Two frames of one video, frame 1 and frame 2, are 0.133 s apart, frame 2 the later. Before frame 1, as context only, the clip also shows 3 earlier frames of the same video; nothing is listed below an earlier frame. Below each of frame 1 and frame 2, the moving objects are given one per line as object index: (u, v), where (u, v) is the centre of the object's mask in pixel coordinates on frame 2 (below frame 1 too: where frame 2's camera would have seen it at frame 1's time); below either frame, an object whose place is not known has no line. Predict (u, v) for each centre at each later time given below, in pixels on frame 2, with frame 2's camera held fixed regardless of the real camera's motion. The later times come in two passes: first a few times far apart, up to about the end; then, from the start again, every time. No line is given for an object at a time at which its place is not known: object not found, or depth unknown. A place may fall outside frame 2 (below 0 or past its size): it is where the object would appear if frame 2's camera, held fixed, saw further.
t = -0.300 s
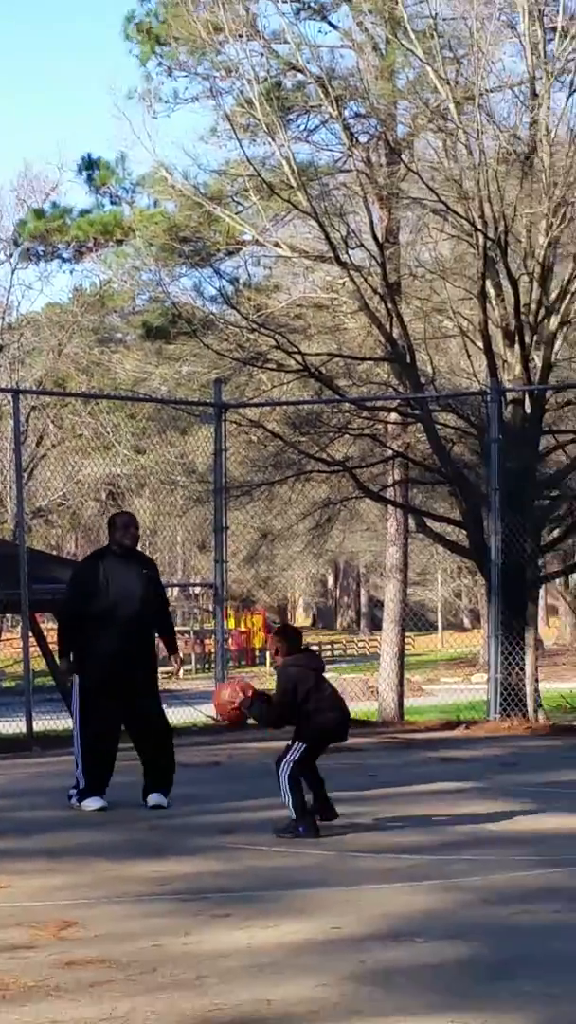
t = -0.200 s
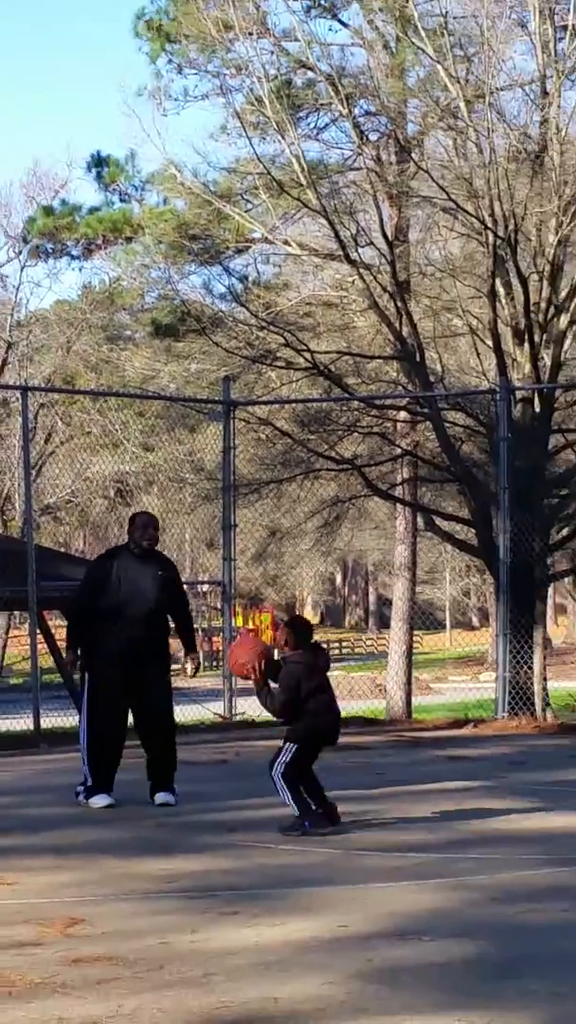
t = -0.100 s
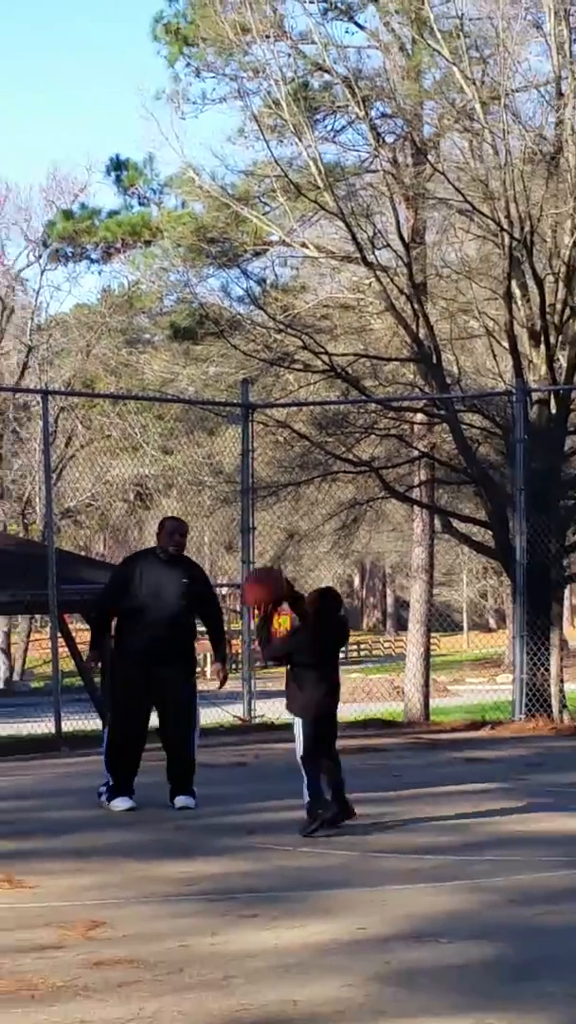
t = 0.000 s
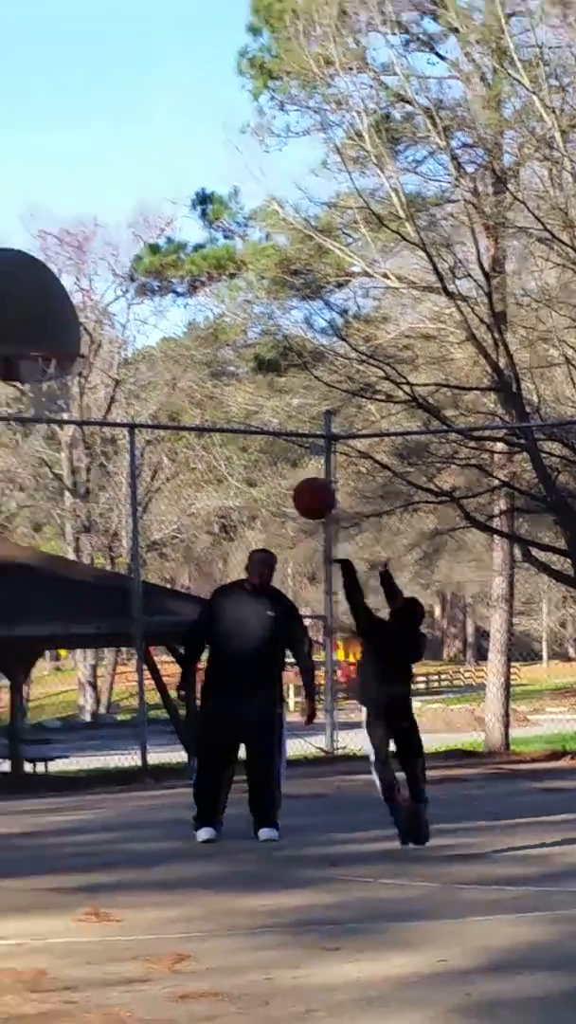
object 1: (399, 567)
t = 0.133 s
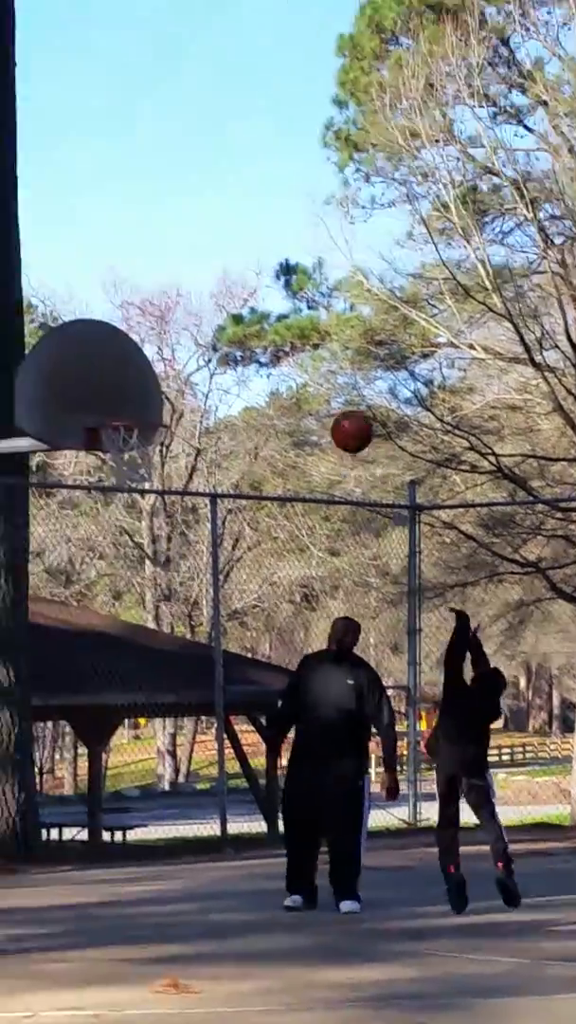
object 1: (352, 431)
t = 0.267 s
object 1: (304, 331)
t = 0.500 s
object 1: (224, 233)
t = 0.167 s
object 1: (340, 405)
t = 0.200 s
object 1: (328, 378)
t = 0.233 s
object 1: (316, 353)
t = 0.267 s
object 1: (304, 331)
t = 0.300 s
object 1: (292, 310)
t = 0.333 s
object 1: (281, 292)
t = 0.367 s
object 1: (270, 276)
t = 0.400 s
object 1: (261, 262)
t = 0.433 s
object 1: (250, 249)
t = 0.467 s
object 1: (236, 239)
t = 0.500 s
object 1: (224, 233)
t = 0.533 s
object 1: (215, 229)
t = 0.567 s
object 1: (206, 225)
